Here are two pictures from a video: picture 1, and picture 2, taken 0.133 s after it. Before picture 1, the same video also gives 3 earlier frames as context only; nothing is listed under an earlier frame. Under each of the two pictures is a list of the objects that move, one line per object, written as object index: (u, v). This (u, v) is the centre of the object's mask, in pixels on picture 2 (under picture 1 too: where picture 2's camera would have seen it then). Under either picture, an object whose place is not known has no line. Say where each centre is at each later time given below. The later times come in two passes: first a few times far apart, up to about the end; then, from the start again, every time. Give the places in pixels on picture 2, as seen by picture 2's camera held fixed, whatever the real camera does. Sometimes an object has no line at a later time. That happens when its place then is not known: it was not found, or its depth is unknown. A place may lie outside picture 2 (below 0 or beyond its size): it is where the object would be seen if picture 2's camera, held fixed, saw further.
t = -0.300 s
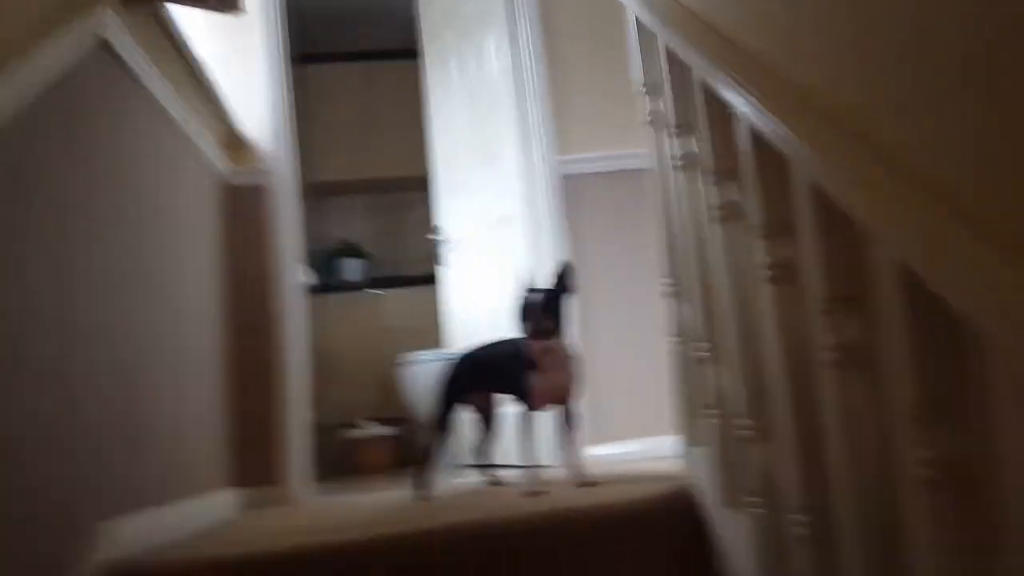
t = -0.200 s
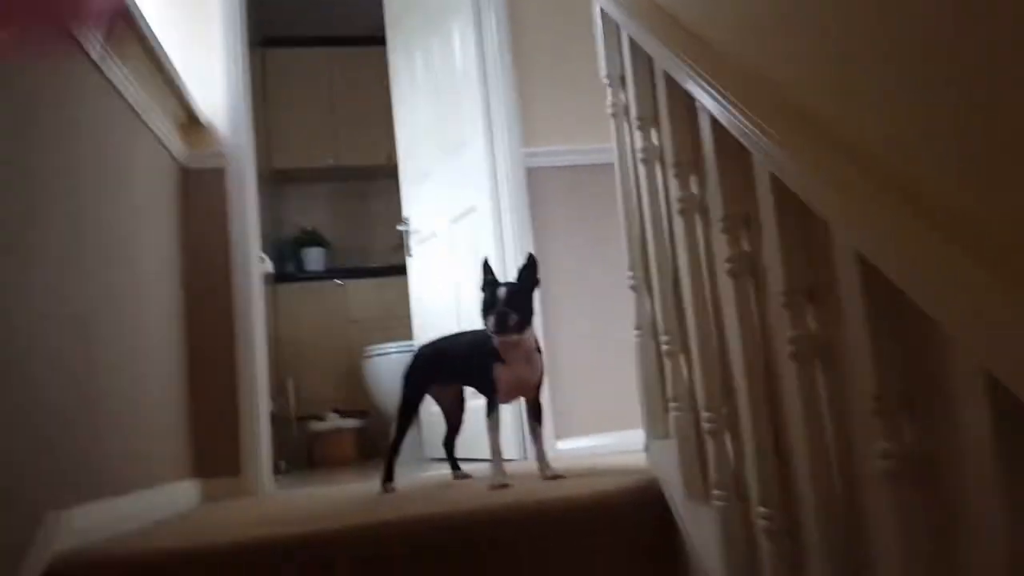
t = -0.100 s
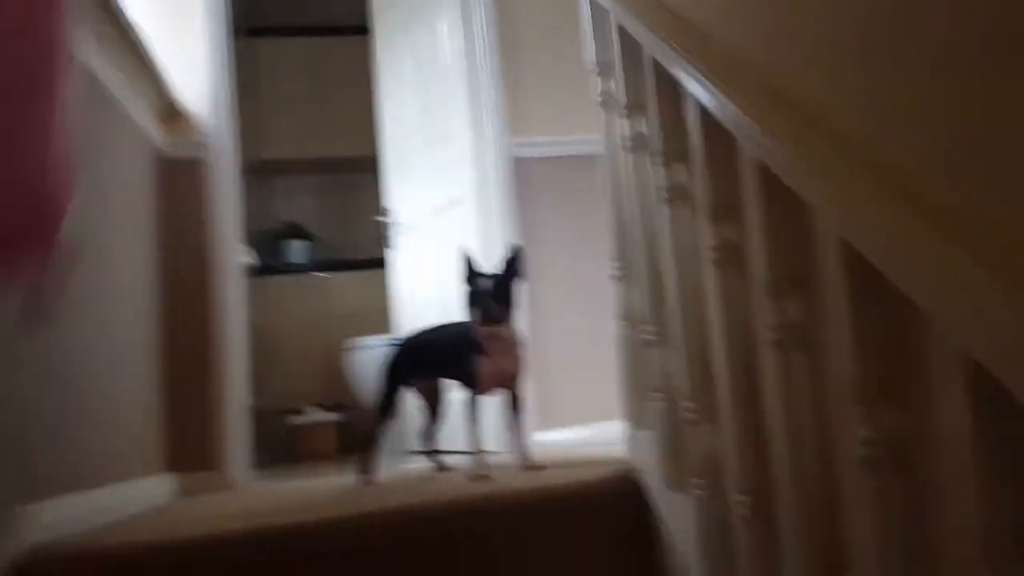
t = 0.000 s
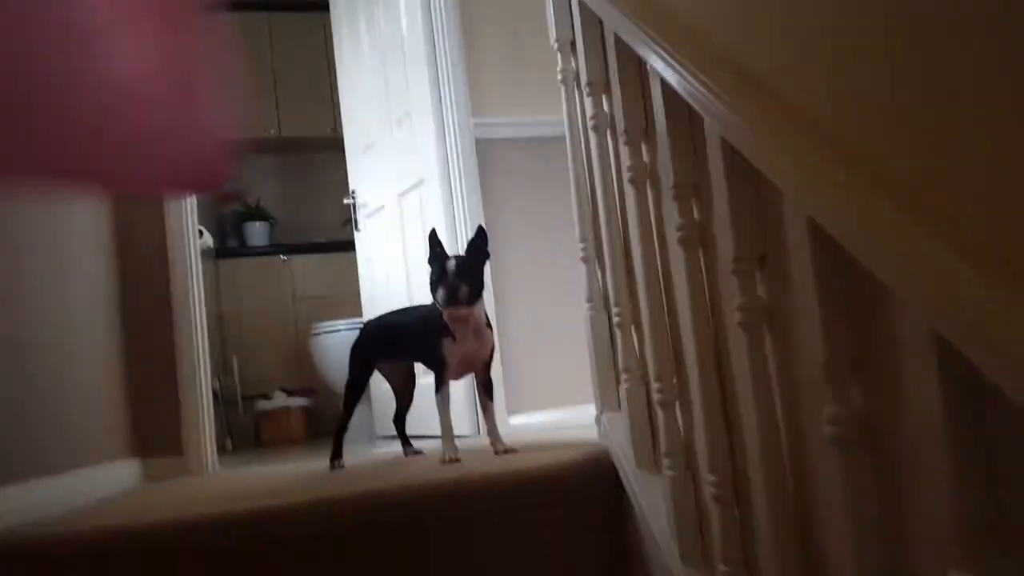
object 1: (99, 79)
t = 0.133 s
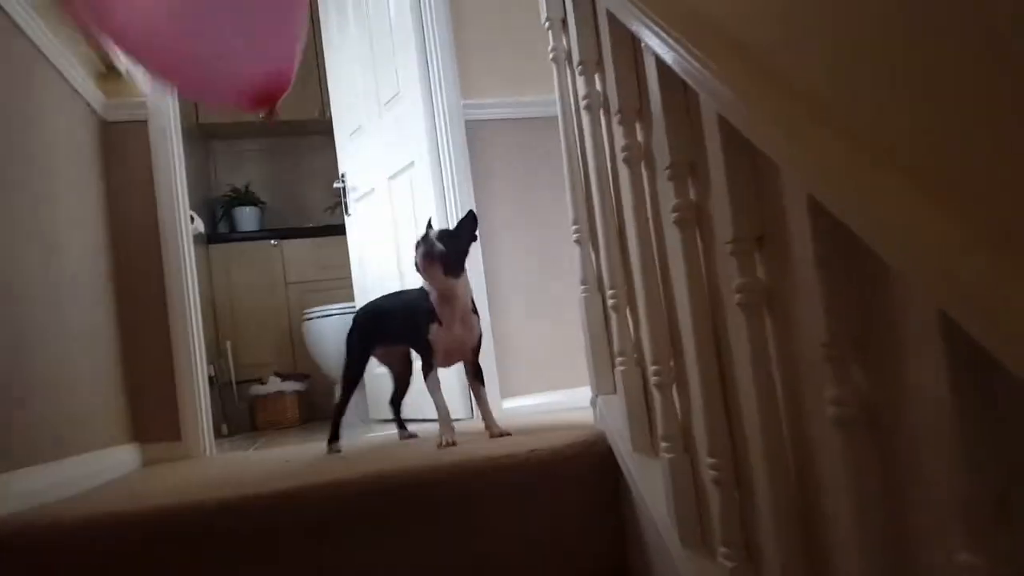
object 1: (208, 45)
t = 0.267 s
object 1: (255, 36)
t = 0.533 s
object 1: (229, 29)
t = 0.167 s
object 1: (229, 43)
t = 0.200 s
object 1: (241, 40)
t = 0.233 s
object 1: (249, 38)
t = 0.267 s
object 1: (255, 36)
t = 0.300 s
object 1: (256, 36)
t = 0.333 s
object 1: (255, 34)
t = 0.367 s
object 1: (253, 34)
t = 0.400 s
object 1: (249, 33)
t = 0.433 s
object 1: (245, 32)
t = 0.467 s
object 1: (239, 31)
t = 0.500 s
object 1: (234, 30)
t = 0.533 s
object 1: (229, 29)
